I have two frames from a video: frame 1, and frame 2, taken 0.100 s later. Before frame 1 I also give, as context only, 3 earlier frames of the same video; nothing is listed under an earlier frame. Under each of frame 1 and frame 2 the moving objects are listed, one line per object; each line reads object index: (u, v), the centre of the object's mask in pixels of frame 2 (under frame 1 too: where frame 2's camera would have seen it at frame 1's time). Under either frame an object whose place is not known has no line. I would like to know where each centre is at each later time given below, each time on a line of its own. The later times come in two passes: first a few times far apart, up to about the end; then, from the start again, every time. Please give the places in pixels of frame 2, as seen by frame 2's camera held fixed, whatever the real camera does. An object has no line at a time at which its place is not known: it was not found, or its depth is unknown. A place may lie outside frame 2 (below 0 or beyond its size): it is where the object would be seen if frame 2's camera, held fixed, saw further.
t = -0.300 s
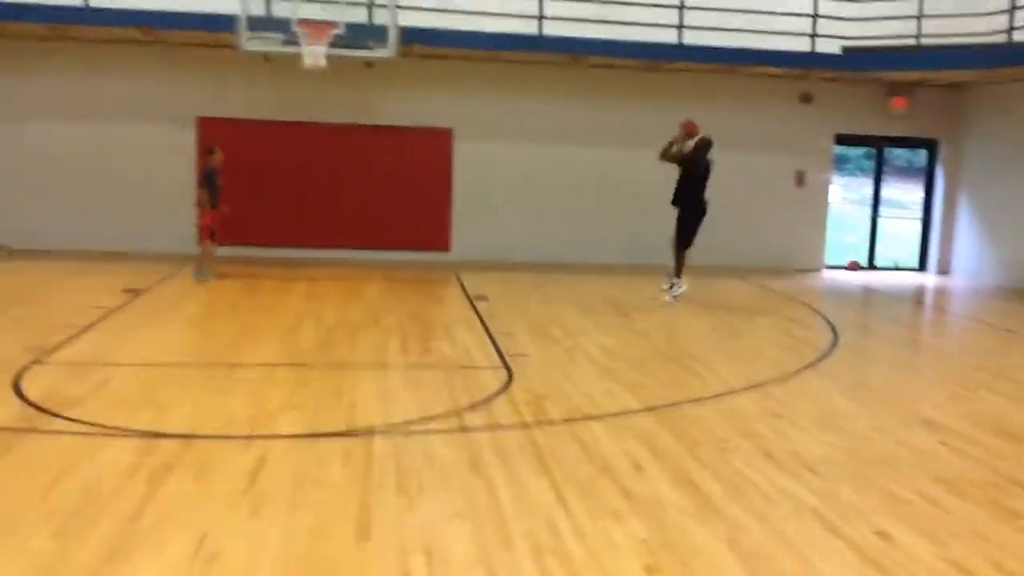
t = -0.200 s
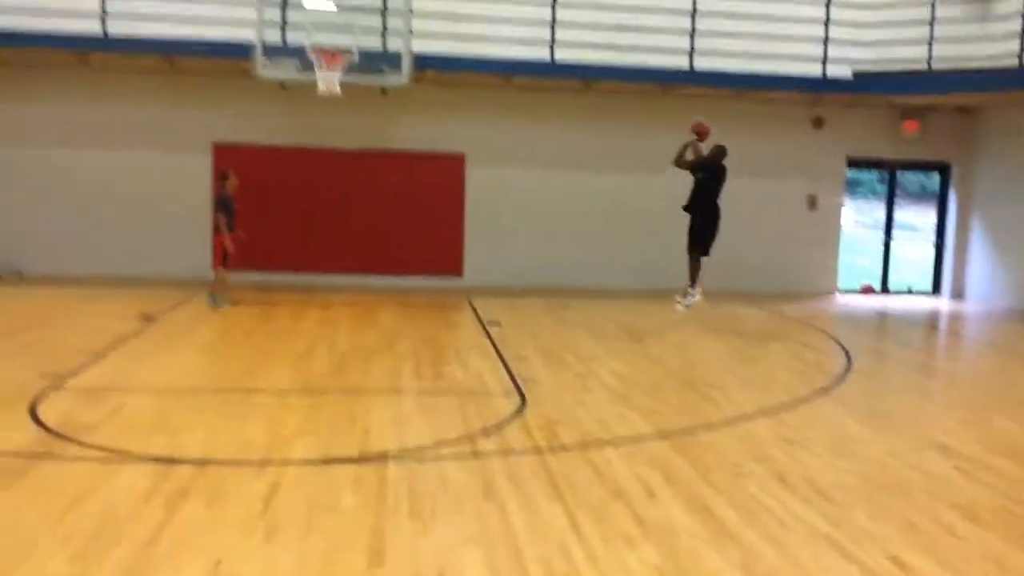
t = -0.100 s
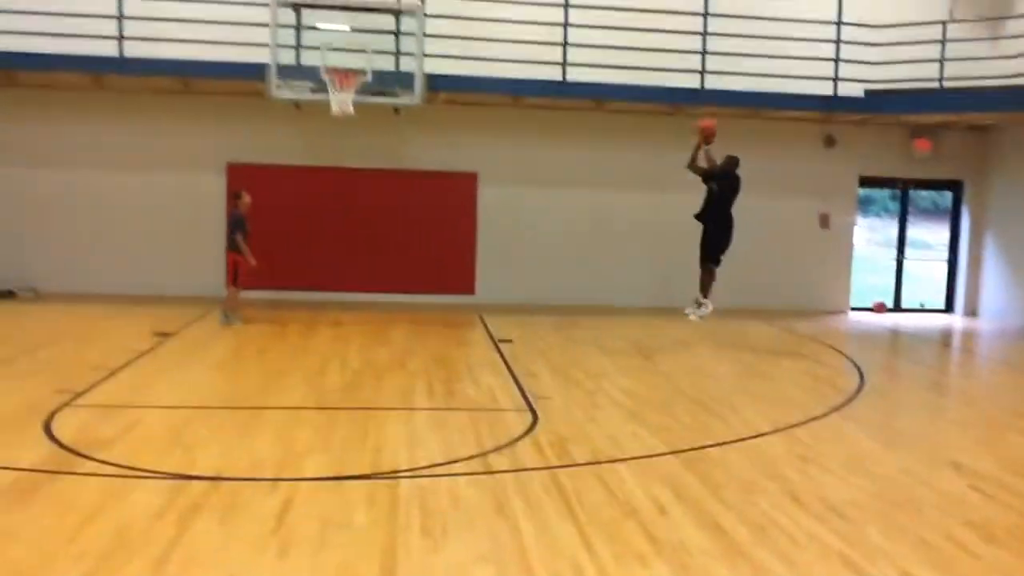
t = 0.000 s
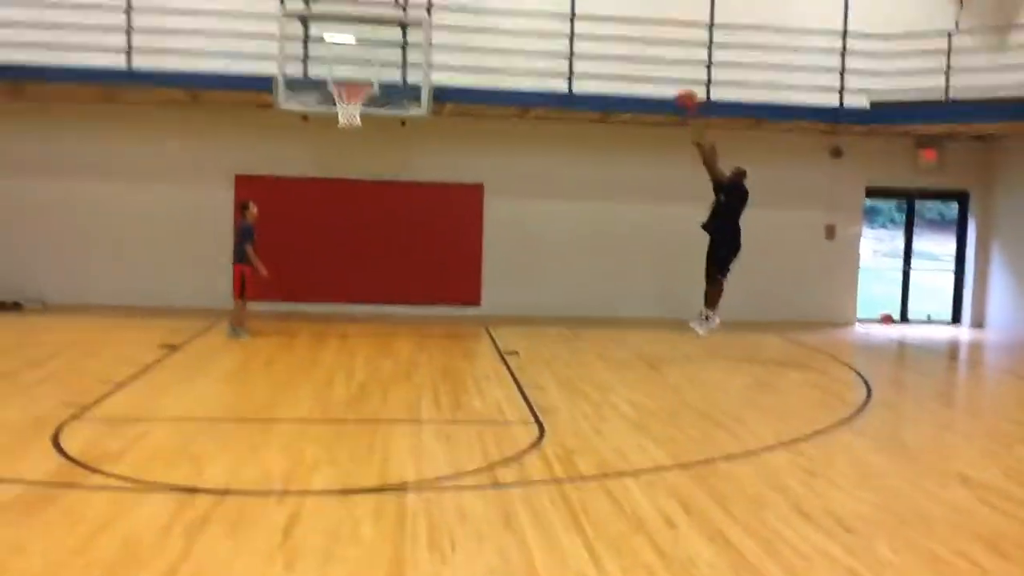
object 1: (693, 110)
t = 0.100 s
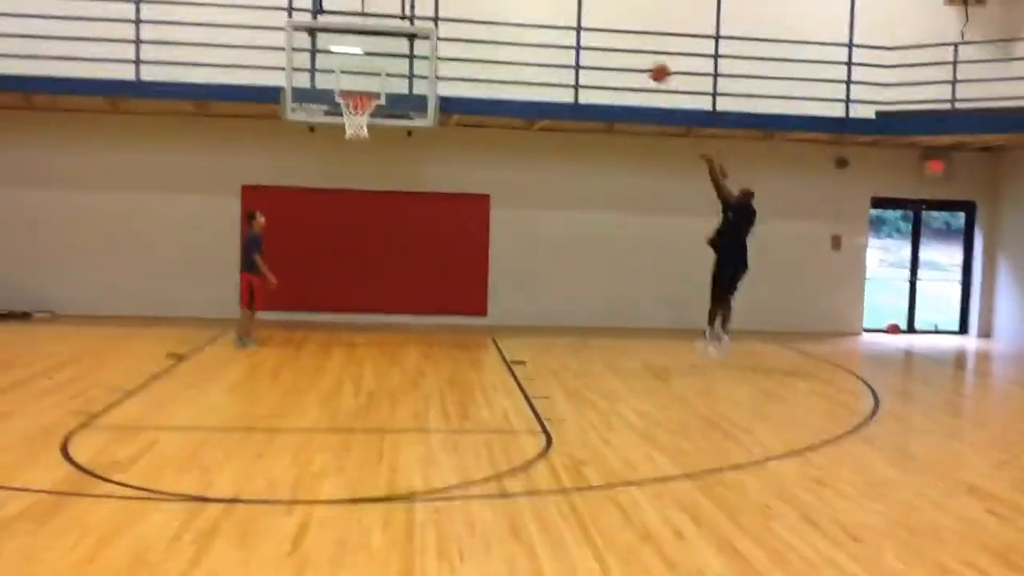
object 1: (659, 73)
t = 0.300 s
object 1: (592, 23)
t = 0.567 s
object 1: (500, 7)
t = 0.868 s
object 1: (394, 61)
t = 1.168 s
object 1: (332, 132)
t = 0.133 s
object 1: (647, 62)
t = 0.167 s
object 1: (636, 53)
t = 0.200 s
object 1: (625, 43)
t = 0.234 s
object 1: (613, 36)
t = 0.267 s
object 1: (603, 29)
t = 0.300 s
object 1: (592, 23)
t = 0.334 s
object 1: (579, 18)
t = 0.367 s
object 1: (567, 14)
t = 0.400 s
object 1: (557, 11)
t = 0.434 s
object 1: (545, 8)
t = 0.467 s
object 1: (533, 7)
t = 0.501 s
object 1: (522, 6)
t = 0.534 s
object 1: (511, 6)
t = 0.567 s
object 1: (500, 7)
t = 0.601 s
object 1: (489, 9)
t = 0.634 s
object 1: (477, 12)
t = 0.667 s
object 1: (466, 17)
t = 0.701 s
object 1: (453, 22)
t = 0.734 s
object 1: (443, 27)
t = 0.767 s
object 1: (431, 34)
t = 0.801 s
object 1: (420, 42)
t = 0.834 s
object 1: (407, 50)
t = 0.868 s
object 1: (394, 61)
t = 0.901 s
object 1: (385, 70)
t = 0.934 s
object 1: (374, 82)
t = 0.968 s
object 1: (361, 98)
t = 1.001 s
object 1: (350, 104)
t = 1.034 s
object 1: (342, 112)
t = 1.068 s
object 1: (340, 113)
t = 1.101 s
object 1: (336, 121)
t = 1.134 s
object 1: (335, 126)
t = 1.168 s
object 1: (332, 132)
